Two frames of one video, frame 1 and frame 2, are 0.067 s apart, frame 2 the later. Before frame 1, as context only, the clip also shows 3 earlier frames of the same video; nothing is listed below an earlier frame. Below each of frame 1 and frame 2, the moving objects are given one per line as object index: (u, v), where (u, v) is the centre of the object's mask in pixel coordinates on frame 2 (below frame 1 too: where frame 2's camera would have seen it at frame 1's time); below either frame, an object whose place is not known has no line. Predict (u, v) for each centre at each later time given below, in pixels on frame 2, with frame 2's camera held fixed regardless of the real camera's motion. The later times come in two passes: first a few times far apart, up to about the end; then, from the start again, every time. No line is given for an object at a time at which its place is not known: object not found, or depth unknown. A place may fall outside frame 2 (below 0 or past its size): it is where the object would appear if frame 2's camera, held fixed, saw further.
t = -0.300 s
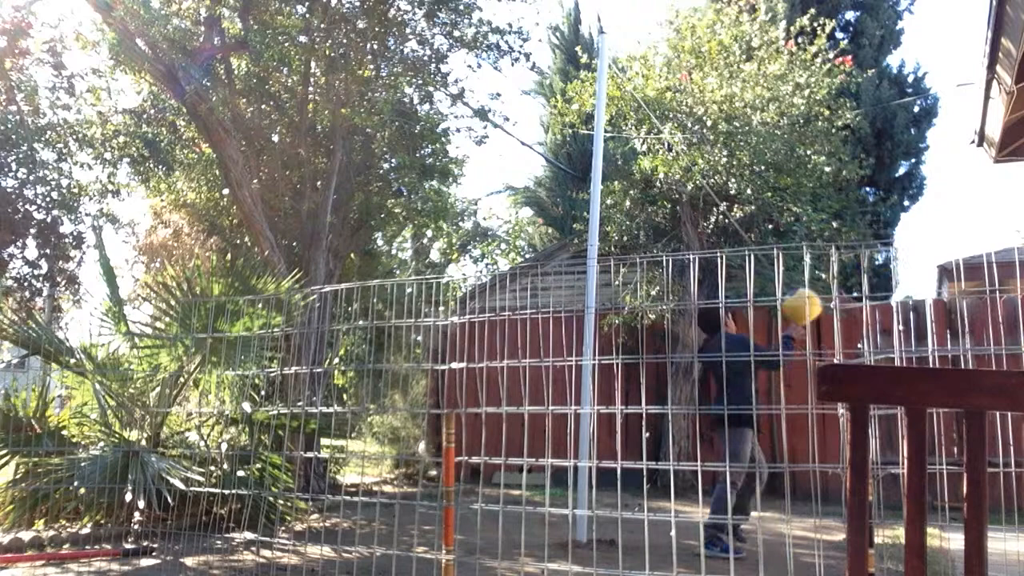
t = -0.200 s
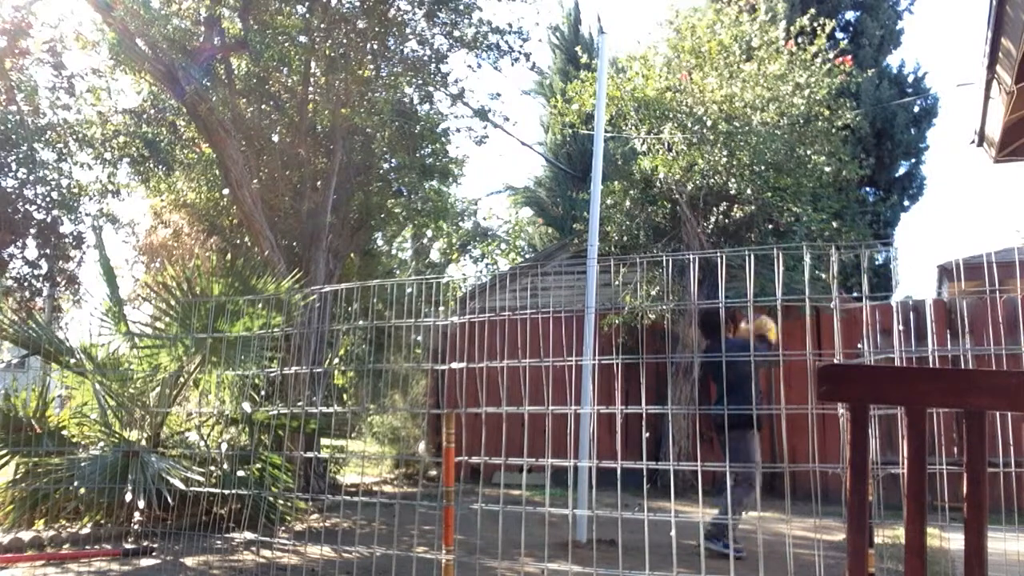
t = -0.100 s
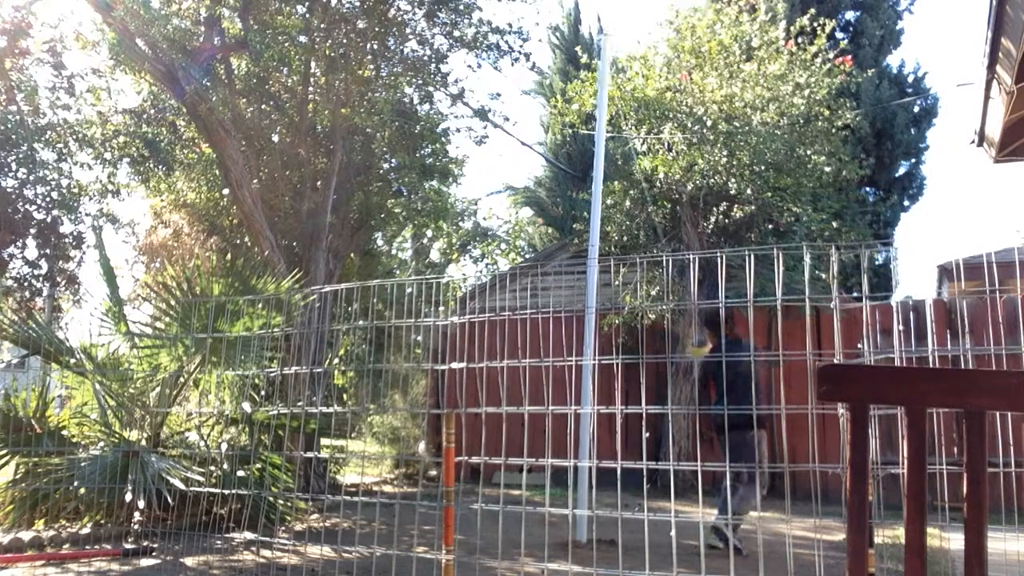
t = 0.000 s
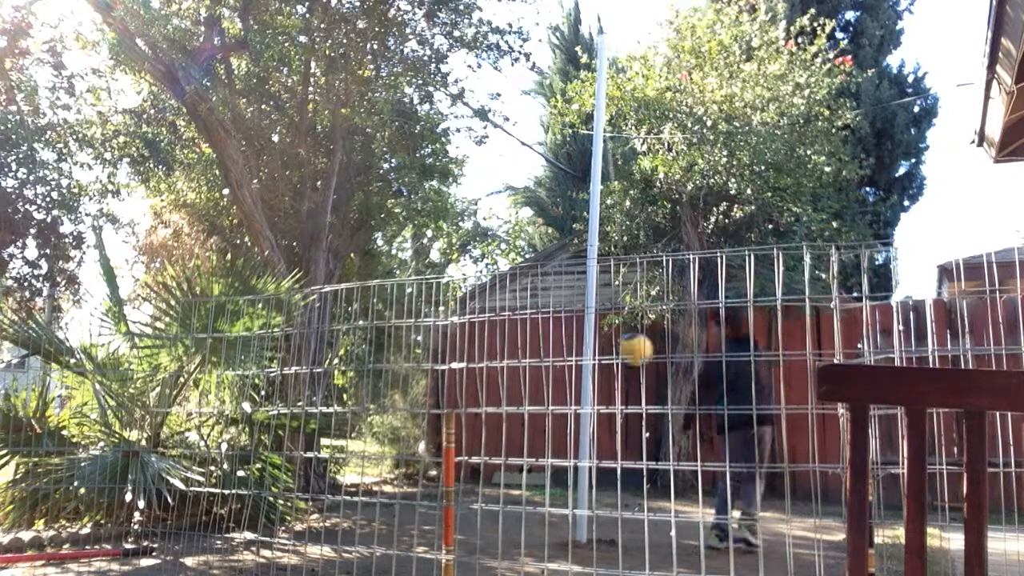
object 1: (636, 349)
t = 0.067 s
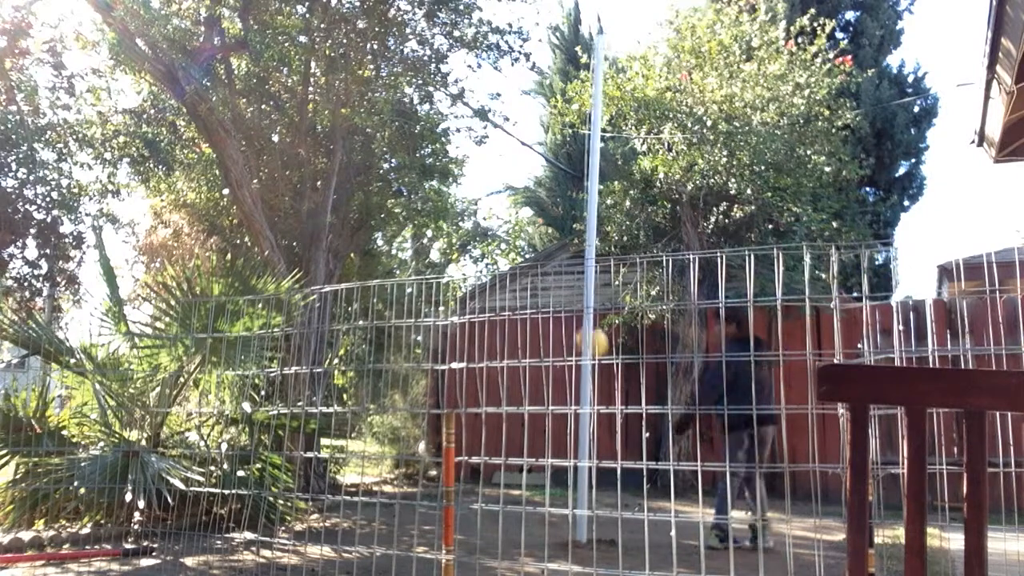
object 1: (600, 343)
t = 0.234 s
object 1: (490, 320)
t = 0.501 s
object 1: (373, 263)
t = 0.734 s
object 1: (313, 237)
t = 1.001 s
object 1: (321, 259)
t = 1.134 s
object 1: (375, 286)
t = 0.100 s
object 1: (568, 339)
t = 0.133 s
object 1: (550, 335)
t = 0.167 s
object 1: (530, 332)
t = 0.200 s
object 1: (510, 327)
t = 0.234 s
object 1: (490, 320)
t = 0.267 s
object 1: (472, 307)
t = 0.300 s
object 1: (457, 305)
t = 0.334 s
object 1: (440, 296)
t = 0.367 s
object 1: (426, 291)
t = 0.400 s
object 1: (411, 282)
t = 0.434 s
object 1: (395, 271)
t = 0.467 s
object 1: (385, 267)
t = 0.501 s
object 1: (373, 263)
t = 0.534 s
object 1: (361, 257)
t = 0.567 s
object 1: (351, 252)
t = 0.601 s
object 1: (341, 248)
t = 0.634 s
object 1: (333, 244)
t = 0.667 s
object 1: (325, 240)
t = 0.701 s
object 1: (318, 238)
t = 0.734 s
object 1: (313, 237)
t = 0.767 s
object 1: (308, 236)
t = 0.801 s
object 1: (306, 237)
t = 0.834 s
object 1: (304, 238)
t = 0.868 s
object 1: (304, 241)
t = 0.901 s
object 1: (305, 244)
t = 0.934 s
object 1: (308, 249)
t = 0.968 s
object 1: (313, 254)
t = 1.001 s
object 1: (321, 259)
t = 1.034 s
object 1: (330, 264)
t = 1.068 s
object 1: (342, 268)
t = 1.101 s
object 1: (357, 279)
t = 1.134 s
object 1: (375, 286)
